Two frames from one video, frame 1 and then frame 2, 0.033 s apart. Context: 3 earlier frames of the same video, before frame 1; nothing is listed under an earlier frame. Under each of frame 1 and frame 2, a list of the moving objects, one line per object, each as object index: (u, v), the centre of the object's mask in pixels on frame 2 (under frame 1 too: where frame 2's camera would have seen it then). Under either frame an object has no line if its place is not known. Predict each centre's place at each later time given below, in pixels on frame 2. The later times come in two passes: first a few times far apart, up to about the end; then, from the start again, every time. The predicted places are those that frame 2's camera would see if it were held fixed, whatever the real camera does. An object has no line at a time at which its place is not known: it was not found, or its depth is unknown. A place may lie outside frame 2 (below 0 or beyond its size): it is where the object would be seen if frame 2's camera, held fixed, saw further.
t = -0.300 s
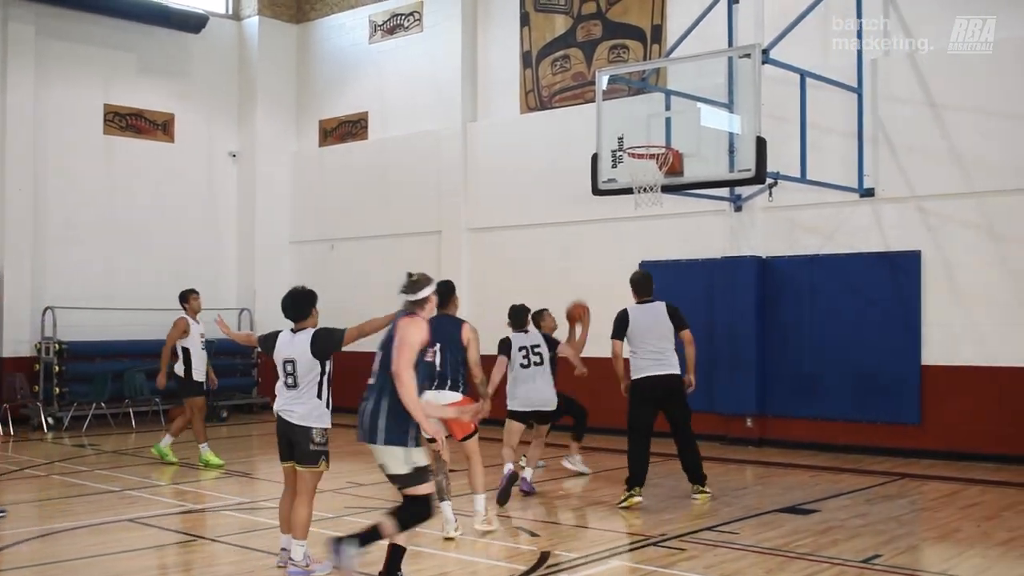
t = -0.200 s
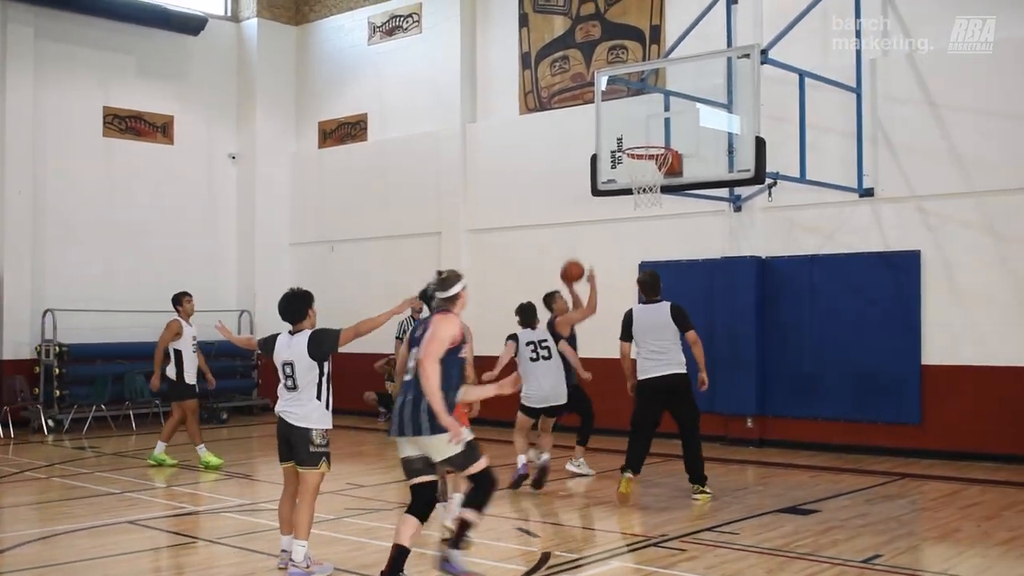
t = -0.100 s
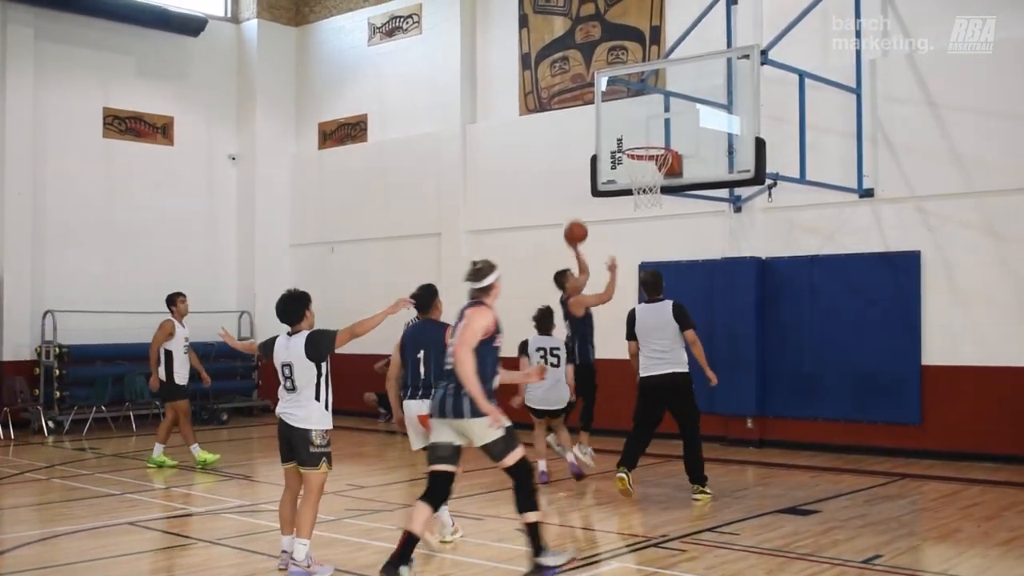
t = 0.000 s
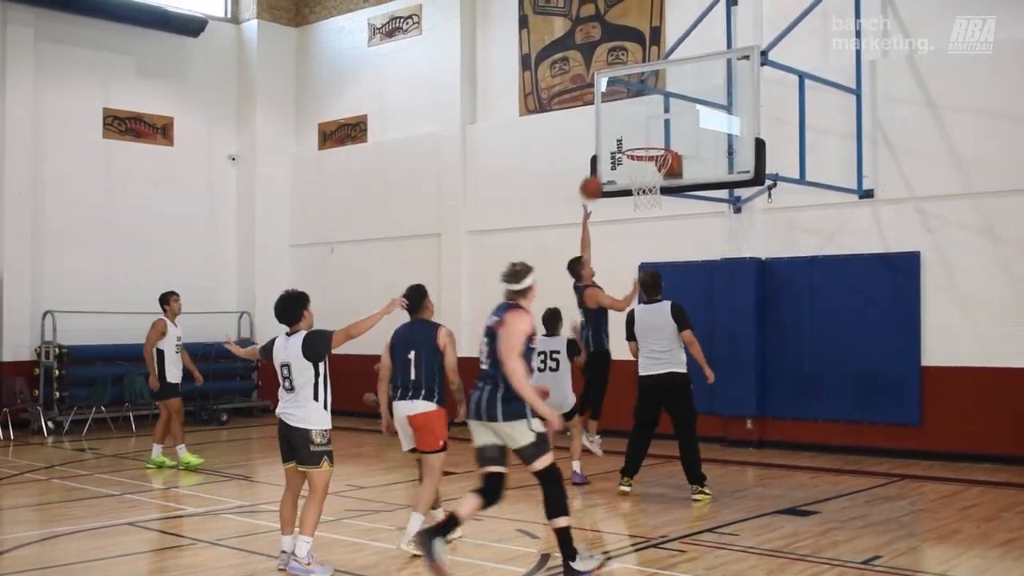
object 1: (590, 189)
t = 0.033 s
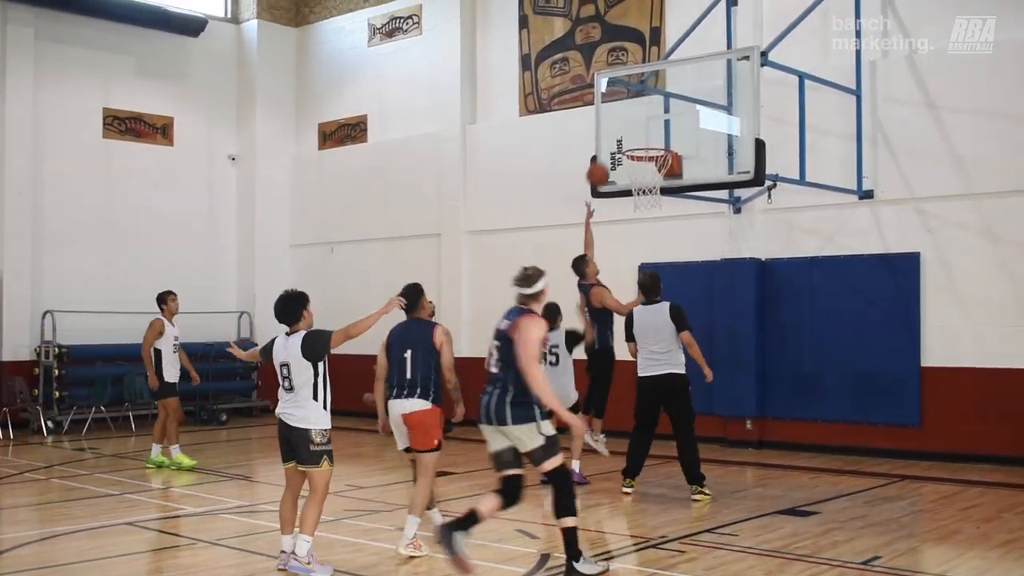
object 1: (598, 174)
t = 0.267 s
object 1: (639, 111)
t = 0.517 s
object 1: (651, 123)
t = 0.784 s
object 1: (634, 190)
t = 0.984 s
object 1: (620, 249)
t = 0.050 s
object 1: (601, 167)
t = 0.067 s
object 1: (604, 161)
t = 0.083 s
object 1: (607, 155)
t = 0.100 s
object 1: (611, 149)
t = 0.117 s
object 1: (615, 143)
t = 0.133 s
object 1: (618, 139)
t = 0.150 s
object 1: (621, 134)
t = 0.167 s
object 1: (625, 129)
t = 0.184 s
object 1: (628, 124)
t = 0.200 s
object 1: (632, 120)
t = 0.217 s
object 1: (635, 117)
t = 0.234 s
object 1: (637, 114)
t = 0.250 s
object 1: (638, 113)
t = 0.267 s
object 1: (639, 111)
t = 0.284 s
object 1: (640, 110)
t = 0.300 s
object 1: (640, 109)
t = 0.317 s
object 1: (641, 108)
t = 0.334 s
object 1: (642, 108)
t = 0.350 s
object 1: (643, 108)
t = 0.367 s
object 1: (643, 108)
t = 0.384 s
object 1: (644, 108)
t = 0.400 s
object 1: (645, 109)
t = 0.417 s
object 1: (646, 110)
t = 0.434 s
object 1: (647, 112)
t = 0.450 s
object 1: (647, 113)
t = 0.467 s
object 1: (648, 115)
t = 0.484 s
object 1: (649, 117)
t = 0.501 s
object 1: (650, 120)
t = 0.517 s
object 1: (651, 123)
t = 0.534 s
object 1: (651, 126)
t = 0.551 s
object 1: (652, 129)
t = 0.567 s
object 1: (653, 133)
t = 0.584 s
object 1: (654, 137)
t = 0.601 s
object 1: (655, 140)
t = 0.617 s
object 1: (656, 144)
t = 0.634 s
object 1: (655, 147)
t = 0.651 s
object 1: (654, 151)
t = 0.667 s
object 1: (650, 157)
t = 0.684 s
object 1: (646, 162)
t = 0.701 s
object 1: (644, 166)
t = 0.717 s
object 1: (643, 169)
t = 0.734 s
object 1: (640, 176)
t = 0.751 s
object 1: (638, 181)
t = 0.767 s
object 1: (636, 186)
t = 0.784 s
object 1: (634, 190)
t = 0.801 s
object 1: (633, 193)
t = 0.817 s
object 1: (632, 197)
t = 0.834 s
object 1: (630, 201)
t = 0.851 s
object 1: (629, 206)
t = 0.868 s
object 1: (628, 210)
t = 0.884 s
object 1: (627, 215)
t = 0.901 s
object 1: (626, 220)
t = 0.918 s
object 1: (625, 225)
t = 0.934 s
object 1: (624, 231)
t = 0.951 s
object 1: (623, 236)
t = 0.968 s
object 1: (622, 243)
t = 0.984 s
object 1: (620, 249)
